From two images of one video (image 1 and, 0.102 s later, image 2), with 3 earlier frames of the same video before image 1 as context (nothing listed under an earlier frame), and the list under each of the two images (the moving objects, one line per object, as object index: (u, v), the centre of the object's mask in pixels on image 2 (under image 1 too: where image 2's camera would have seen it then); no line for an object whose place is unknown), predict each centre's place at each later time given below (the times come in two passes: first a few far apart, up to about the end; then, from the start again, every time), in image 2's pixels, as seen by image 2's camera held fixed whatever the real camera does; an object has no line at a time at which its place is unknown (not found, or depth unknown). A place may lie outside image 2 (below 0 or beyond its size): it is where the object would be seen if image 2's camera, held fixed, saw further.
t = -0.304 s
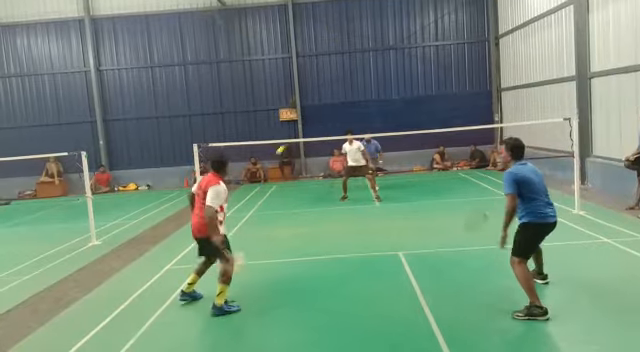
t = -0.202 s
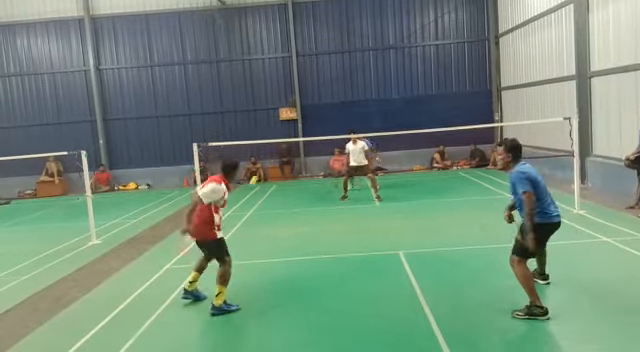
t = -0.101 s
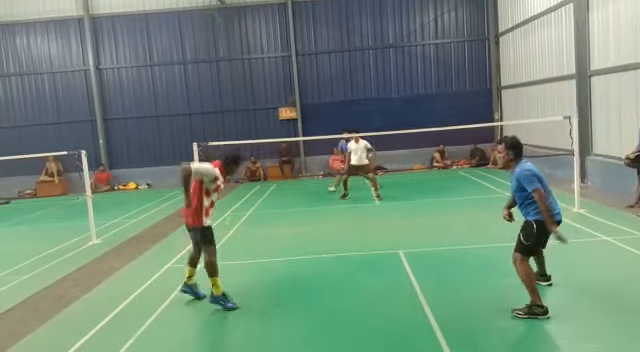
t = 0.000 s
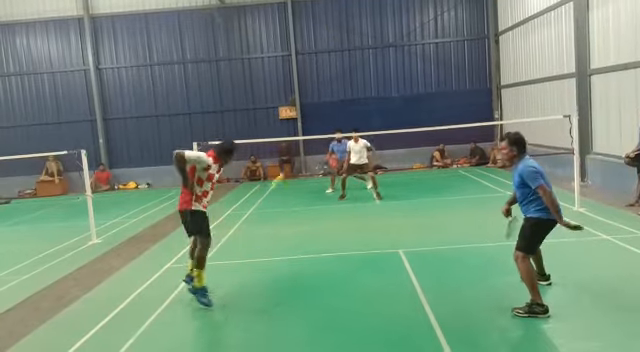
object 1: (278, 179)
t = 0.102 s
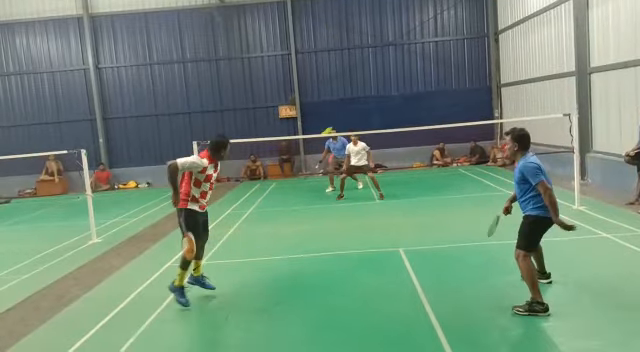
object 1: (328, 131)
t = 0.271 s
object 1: (376, 99)
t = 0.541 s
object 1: (423, 98)
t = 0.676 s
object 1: (439, 113)
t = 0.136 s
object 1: (338, 122)
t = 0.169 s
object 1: (349, 114)
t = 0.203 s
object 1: (359, 107)
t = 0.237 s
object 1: (368, 102)
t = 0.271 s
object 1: (376, 99)
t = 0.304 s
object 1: (384, 96)
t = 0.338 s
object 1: (391, 94)
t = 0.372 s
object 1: (396, 94)
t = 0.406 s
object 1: (403, 93)
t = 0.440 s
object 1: (408, 94)
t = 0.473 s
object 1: (413, 95)
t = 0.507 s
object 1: (418, 97)
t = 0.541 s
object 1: (423, 98)
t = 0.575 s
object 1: (427, 101)
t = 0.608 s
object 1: (431, 105)
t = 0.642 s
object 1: (435, 109)
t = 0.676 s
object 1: (439, 113)
